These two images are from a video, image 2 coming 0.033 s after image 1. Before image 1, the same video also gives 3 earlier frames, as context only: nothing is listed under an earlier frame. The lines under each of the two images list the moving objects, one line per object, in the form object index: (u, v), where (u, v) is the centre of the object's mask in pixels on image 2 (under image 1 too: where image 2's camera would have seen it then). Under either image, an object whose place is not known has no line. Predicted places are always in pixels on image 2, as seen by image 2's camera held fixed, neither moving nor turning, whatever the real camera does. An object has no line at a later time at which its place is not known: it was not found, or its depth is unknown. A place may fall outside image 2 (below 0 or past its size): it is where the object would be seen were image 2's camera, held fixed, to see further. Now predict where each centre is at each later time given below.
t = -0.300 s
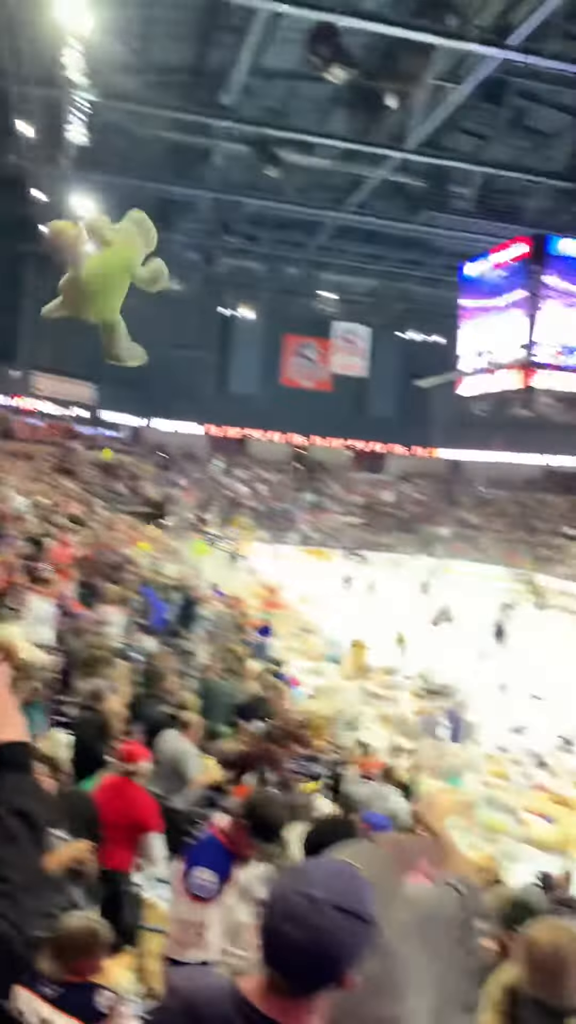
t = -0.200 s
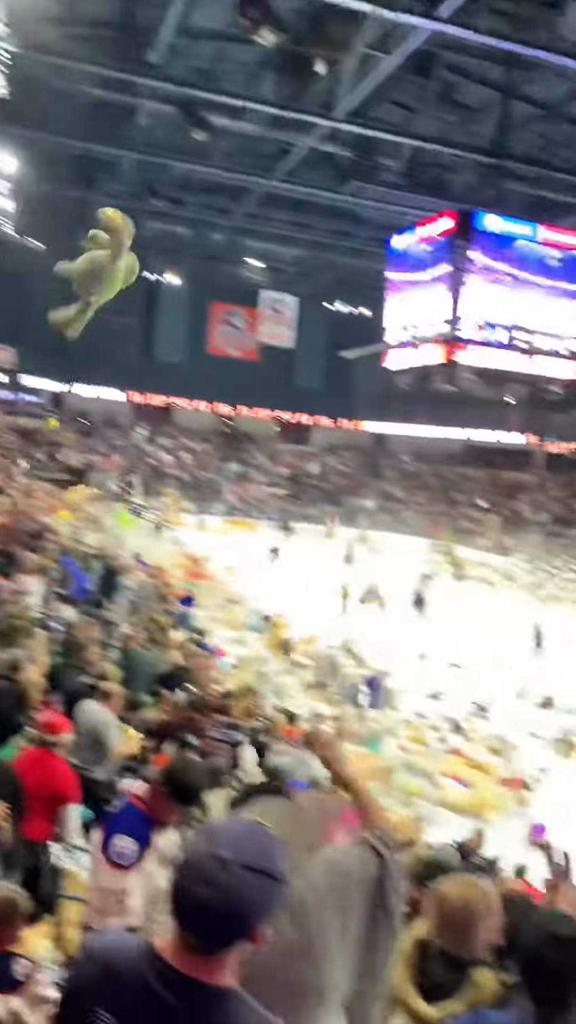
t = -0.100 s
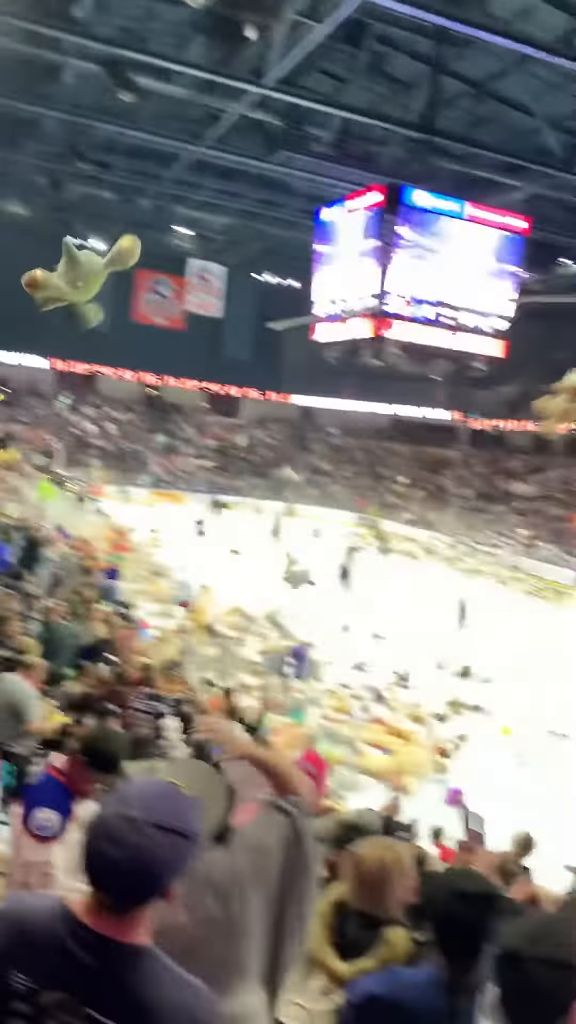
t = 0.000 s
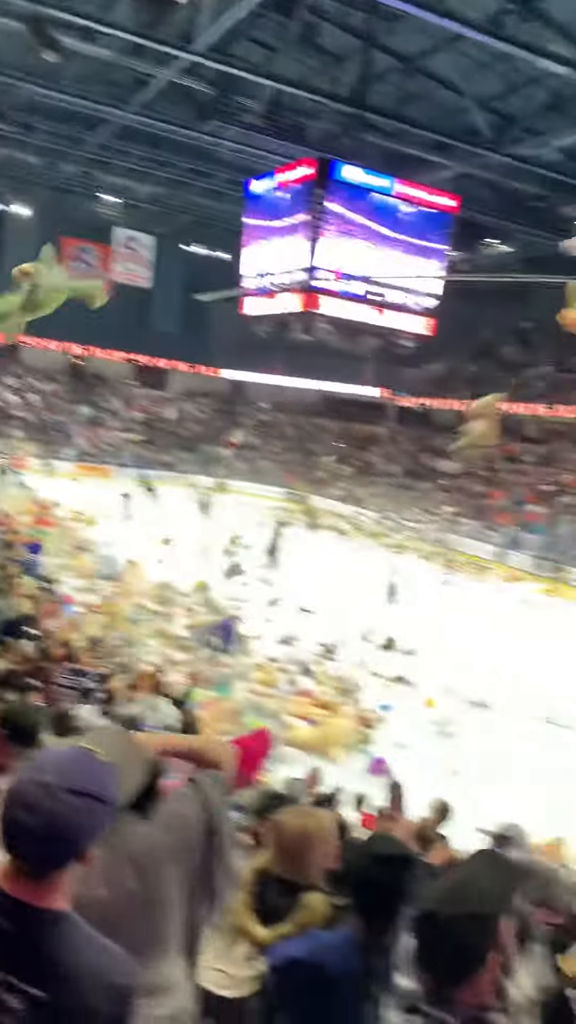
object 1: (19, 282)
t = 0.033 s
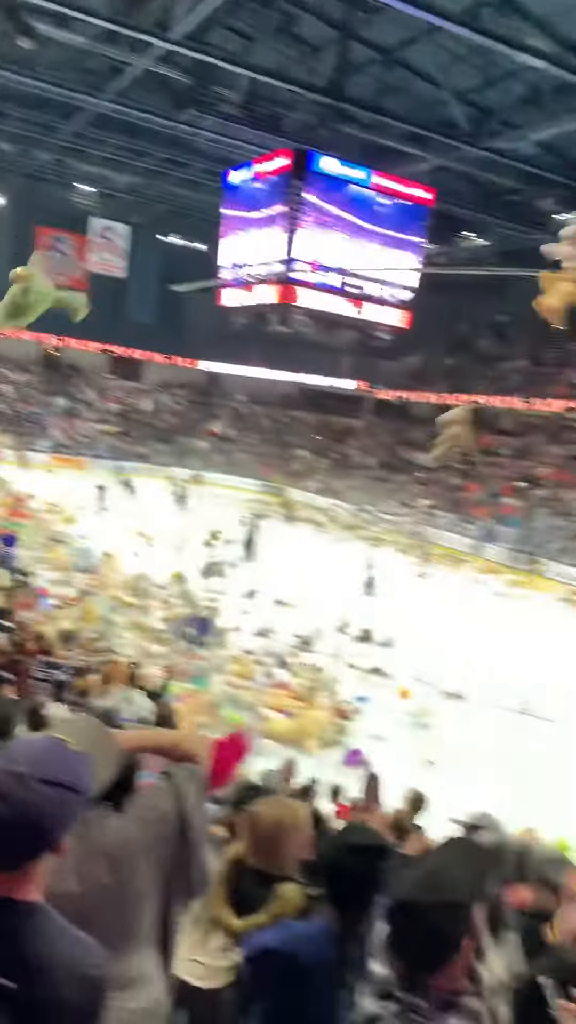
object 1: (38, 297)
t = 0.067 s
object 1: (52, 314)
